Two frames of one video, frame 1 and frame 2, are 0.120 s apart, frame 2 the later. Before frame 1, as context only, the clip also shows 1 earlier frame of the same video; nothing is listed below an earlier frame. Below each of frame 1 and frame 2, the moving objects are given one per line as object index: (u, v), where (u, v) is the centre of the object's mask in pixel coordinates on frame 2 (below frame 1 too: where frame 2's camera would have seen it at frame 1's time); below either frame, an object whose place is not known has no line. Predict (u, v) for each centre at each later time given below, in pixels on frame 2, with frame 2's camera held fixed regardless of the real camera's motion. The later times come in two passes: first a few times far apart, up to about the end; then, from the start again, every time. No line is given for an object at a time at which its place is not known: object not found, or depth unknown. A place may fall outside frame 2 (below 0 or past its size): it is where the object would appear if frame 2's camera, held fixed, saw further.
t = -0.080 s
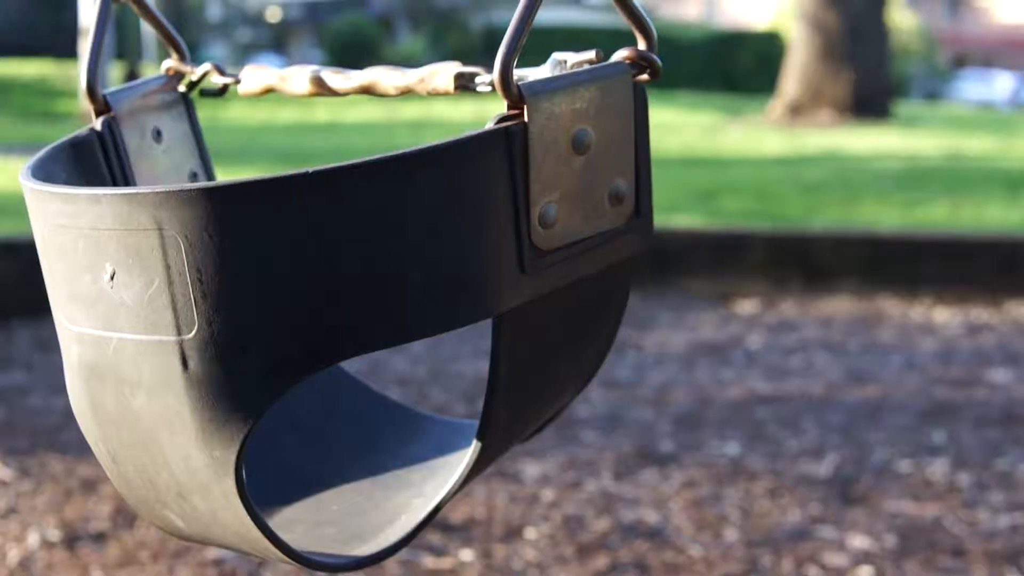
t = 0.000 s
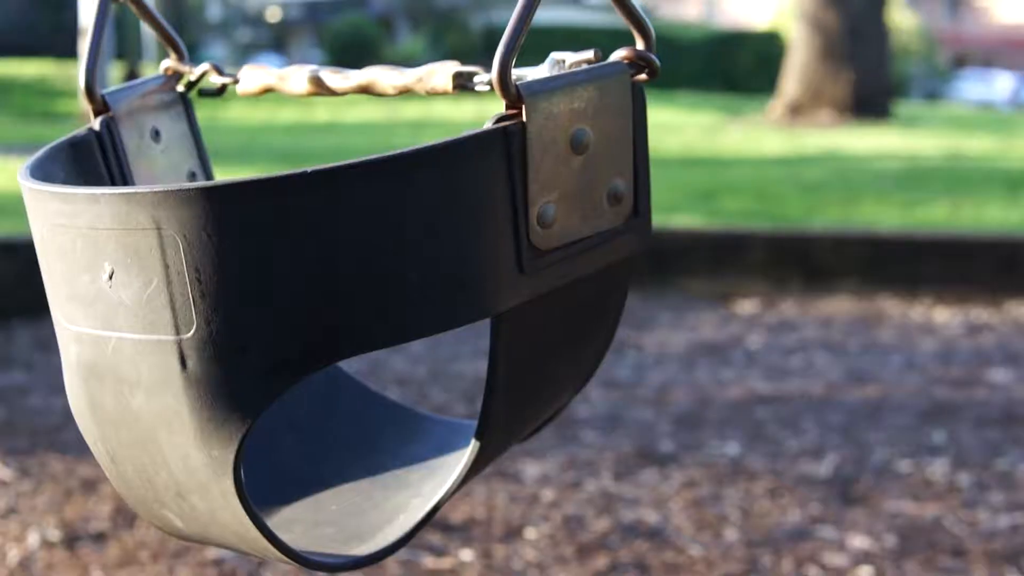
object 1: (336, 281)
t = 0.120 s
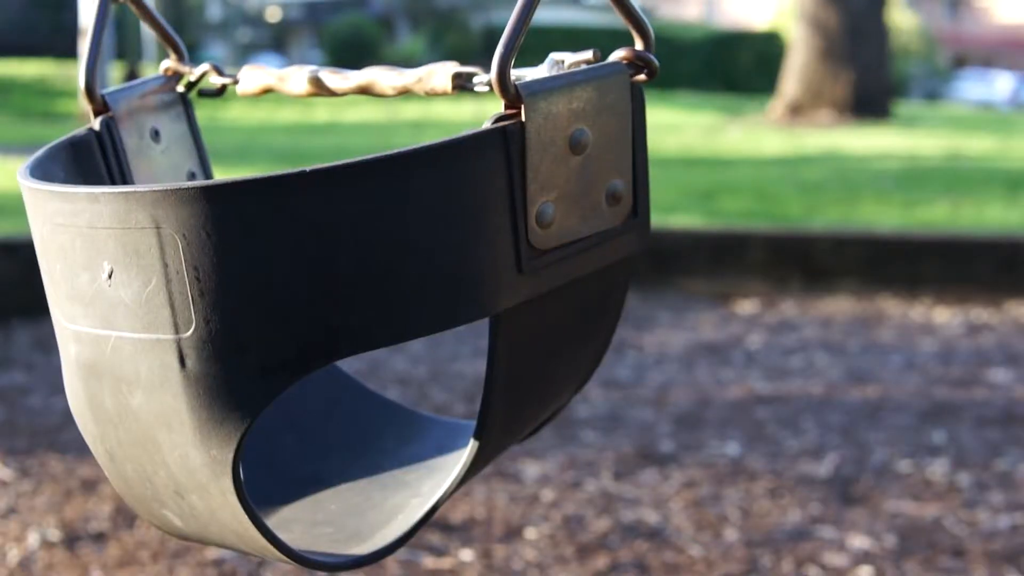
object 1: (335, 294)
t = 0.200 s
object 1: (335, 280)
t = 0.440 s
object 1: (348, 280)
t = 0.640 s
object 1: (364, 277)
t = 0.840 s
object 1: (387, 291)
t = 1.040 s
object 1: (400, 290)
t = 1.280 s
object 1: (405, 274)
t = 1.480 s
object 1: (402, 289)
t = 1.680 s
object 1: (392, 290)
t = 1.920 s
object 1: (371, 291)
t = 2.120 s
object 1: (357, 298)
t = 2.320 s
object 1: (349, 293)
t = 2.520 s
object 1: (349, 280)
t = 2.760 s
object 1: (360, 294)
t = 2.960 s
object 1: (376, 279)
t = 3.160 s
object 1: (393, 278)
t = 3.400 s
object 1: (404, 276)
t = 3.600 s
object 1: (408, 291)
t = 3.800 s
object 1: (404, 275)
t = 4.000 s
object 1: (396, 275)
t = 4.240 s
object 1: (377, 277)
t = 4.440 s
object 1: (360, 294)
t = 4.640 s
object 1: (344, 294)
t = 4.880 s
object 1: (335, 282)
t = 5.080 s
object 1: (339, 296)
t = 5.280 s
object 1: (354, 295)
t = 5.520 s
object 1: (383, 294)
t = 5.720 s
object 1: (402, 291)
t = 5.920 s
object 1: (414, 290)
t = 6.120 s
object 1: (417, 289)
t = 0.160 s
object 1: (336, 294)
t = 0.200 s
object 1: (335, 280)
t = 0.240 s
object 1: (336, 280)
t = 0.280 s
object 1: (338, 293)
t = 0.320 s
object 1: (340, 293)
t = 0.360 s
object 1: (341, 299)
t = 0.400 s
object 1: (345, 293)
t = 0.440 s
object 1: (348, 280)
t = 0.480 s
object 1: (352, 292)
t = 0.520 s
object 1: (354, 292)
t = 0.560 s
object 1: (358, 298)
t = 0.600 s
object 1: (358, 277)
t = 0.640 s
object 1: (364, 277)
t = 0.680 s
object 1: (371, 292)
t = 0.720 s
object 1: (375, 291)
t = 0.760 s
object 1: (377, 276)
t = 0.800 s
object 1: (381, 275)
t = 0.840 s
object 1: (387, 291)
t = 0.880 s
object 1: (391, 291)
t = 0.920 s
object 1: (392, 275)
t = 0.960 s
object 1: (394, 274)
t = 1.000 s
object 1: (398, 290)
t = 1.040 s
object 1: (400, 290)
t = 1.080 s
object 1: (402, 289)
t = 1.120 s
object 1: (403, 289)
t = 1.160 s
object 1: (404, 290)
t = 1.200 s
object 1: (404, 274)
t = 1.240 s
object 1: (405, 274)
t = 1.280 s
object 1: (405, 274)
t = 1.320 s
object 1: (405, 274)
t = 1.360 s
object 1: (405, 274)
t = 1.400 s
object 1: (405, 290)
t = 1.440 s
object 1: (403, 290)
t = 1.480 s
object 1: (402, 289)
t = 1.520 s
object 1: (400, 289)
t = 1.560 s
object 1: (398, 290)
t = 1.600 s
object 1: (395, 274)
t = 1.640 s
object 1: (392, 270)
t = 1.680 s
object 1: (392, 290)
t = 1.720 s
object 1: (390, 290)
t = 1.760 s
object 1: (386, 290)
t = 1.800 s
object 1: (382, 275)
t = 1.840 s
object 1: (380, 290)
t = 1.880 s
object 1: (375, 297)
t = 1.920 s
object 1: (371, 291)
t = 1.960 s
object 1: (368, 277)
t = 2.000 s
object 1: (364, 277)
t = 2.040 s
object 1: (362, 291)
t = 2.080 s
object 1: (358, 298)
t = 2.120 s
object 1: (357, 298)
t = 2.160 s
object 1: (354, 292)
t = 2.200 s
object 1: (353, 293)
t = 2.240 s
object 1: (350, 279)
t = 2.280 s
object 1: (349, 298)
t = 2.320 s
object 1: (349, 293)
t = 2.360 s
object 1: (349, 293)
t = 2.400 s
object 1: (348, 293)
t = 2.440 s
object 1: (349, 293)
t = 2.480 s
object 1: (350, 293)
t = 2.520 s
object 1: (349, 280)
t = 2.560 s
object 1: (350, 279)
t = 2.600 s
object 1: (350, 280)
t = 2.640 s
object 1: (353, 280)
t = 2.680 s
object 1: (356, 294)
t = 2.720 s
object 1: (359, 294)
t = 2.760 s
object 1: (360, 294)
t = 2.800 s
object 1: (363, 280)
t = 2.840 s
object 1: (366, 294)
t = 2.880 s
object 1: (370, 294)
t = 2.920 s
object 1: (372, 294)
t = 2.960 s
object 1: (376, 279)
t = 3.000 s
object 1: (379, 294)
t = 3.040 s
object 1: (382, 293)
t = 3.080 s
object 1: (387, 293)
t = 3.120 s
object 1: (389, 278)
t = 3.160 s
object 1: (393, 278)
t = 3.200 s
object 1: (395, 293)
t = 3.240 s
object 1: (397, 292)
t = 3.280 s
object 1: (400, 292)
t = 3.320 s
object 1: (402, 292)
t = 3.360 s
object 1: (405, 292)
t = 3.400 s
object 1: (404, 276)
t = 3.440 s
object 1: (405, 276)
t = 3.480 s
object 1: (406, 275)
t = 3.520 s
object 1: (407, 275)
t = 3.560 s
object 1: (408, 291)
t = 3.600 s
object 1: (408, 291)
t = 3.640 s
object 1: (408, 291)
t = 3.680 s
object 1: (407, 275)
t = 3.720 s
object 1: (406, 275)
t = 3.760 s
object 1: (405, 275)
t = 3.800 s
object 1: (404, 275)
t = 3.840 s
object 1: (402, 275)
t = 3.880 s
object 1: (402, 290)
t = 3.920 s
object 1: (400, 290)
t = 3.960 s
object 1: (398, 291)
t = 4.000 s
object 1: (396, 275)
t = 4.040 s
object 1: (392, 275)
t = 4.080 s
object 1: (391, 276)
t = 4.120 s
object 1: (387, 291)
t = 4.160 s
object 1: (386, 291)
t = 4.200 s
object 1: (381, 292)
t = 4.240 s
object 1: (377, 277)
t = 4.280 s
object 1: (375, 278)
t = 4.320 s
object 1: (371, 292)
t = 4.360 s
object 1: (366, 293)
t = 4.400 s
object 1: (361, 279)
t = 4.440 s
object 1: (360, 294)
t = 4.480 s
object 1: (356, 293)
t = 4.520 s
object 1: (353, 294)
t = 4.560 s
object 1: (348, 280)
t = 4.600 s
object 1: (345, 294)
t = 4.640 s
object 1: (344, 294)
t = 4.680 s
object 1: (342, 294)
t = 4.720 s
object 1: (340, 295)
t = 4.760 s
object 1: (338, 295)
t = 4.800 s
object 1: (336, 282)
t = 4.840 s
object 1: (335, 282)
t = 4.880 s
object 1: (335, 282)
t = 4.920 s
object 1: (334, 282)
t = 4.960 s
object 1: (335, 282)
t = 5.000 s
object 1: (336, 296)
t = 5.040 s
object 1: (337, 296)
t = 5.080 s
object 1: (339, 296)
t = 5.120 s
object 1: (342, 296)
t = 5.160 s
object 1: (344, 295)
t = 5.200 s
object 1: (346, 282)
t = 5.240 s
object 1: (350, 296)
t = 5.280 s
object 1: (354, 295)
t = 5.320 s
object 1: (357, 281)
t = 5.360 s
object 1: (363, 281)
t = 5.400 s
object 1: (366, 294)
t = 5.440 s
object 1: (373, 294)
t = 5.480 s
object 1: (376, 278)
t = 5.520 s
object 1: (383, 294)
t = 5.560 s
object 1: (388, 293)
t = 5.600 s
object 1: (391, 277)
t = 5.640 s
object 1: (394, 276)
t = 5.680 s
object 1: (399, 292)
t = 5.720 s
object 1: (402, 291)
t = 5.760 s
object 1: (405, 275)
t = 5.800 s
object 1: (407, 275)
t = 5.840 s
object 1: (410, 291)
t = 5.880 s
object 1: (412, 290)
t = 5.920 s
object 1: (414, 290)
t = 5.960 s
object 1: (415, 290)
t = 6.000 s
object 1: (416, 290)
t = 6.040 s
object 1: (417, 289)
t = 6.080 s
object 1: (416, 289)
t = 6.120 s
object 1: (417, 289)
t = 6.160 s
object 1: (416, 289)
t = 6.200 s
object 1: (415, 289)
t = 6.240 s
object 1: (414, 289)
